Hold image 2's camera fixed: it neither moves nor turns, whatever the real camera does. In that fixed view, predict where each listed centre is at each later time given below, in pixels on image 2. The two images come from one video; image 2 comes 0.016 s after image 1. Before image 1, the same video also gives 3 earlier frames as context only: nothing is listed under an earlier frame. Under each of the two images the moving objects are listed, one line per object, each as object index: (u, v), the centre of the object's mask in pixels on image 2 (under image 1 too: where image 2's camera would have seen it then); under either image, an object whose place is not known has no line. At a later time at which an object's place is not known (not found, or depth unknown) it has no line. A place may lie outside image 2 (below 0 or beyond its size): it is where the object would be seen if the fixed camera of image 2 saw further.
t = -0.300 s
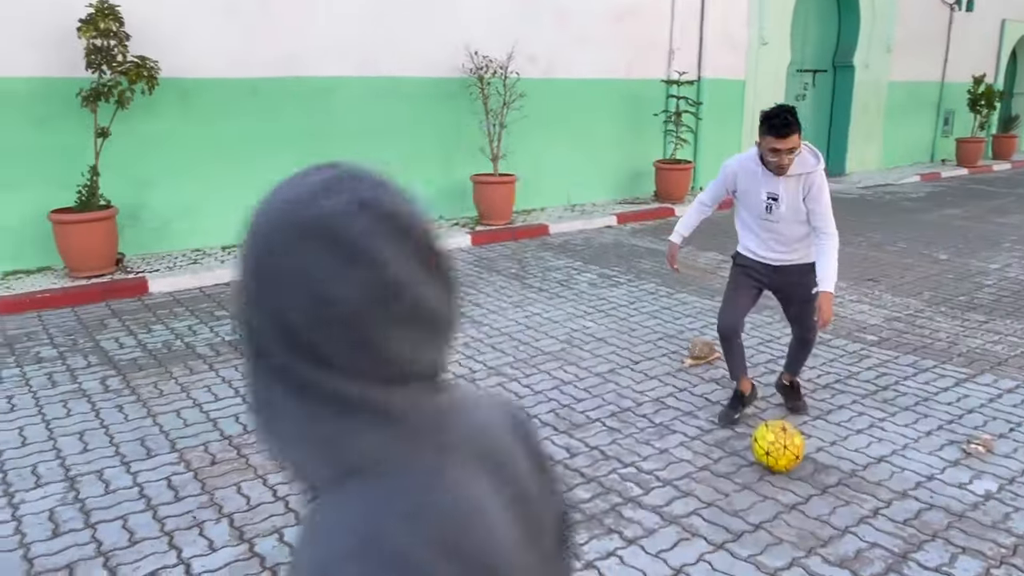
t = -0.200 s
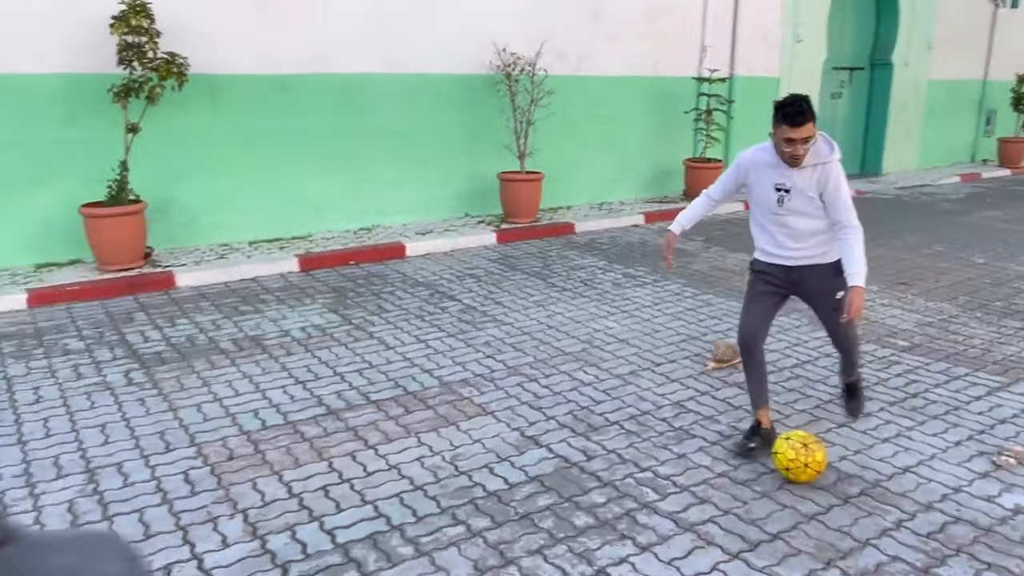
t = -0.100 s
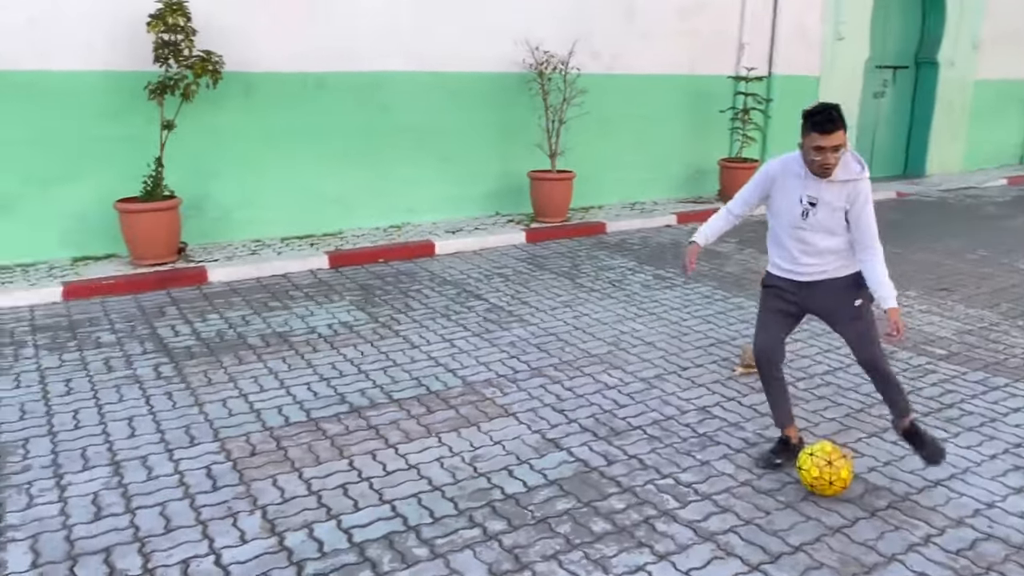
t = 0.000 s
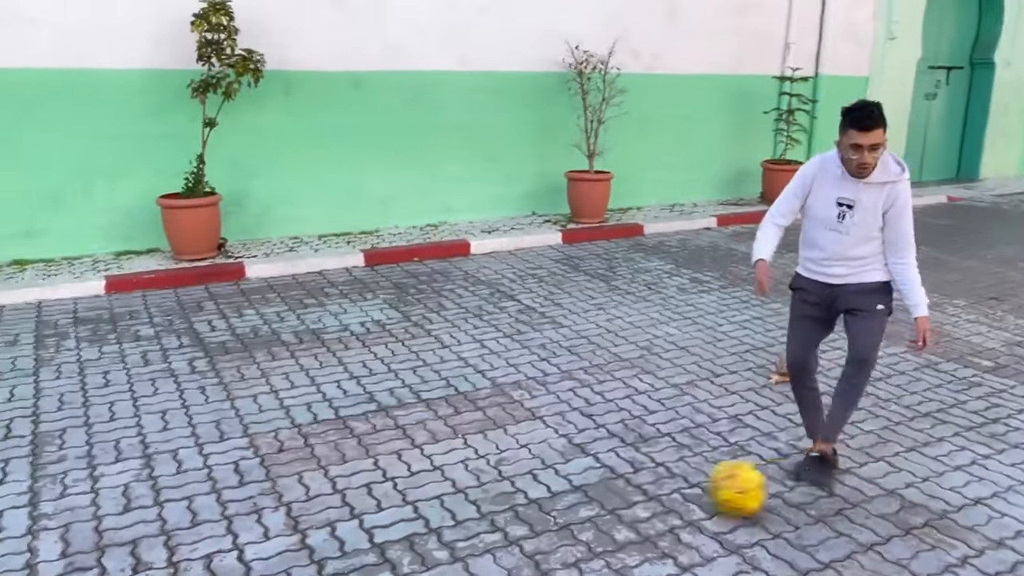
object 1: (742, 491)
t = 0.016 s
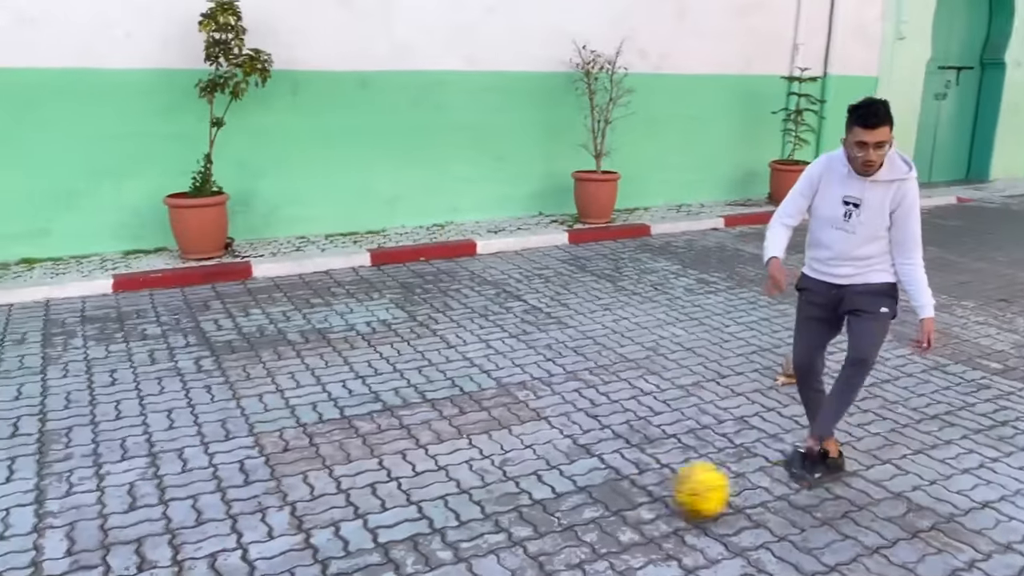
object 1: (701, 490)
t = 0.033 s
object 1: (660, 490)
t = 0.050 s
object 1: (620, 492)
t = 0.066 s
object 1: (582, 492)
